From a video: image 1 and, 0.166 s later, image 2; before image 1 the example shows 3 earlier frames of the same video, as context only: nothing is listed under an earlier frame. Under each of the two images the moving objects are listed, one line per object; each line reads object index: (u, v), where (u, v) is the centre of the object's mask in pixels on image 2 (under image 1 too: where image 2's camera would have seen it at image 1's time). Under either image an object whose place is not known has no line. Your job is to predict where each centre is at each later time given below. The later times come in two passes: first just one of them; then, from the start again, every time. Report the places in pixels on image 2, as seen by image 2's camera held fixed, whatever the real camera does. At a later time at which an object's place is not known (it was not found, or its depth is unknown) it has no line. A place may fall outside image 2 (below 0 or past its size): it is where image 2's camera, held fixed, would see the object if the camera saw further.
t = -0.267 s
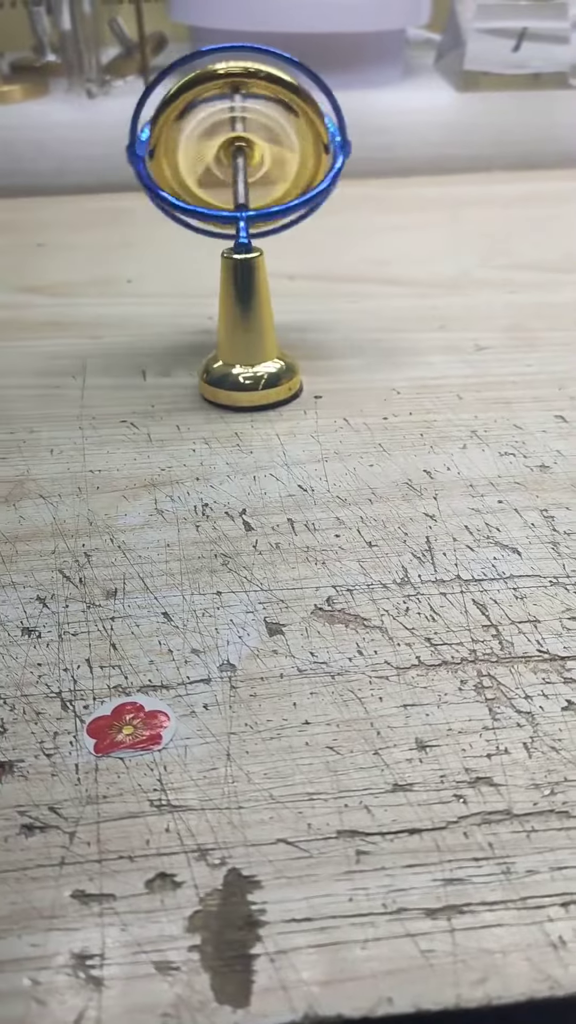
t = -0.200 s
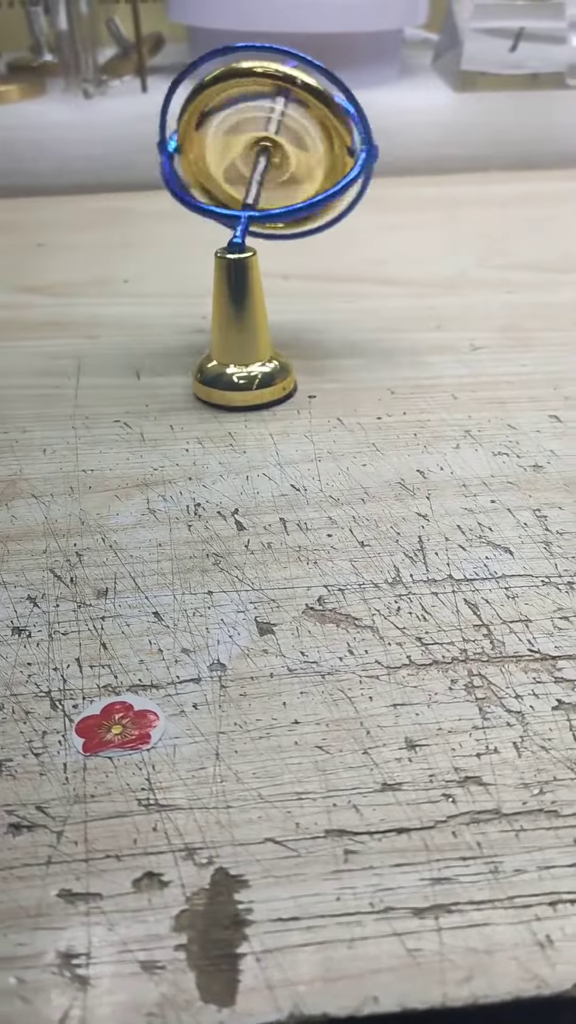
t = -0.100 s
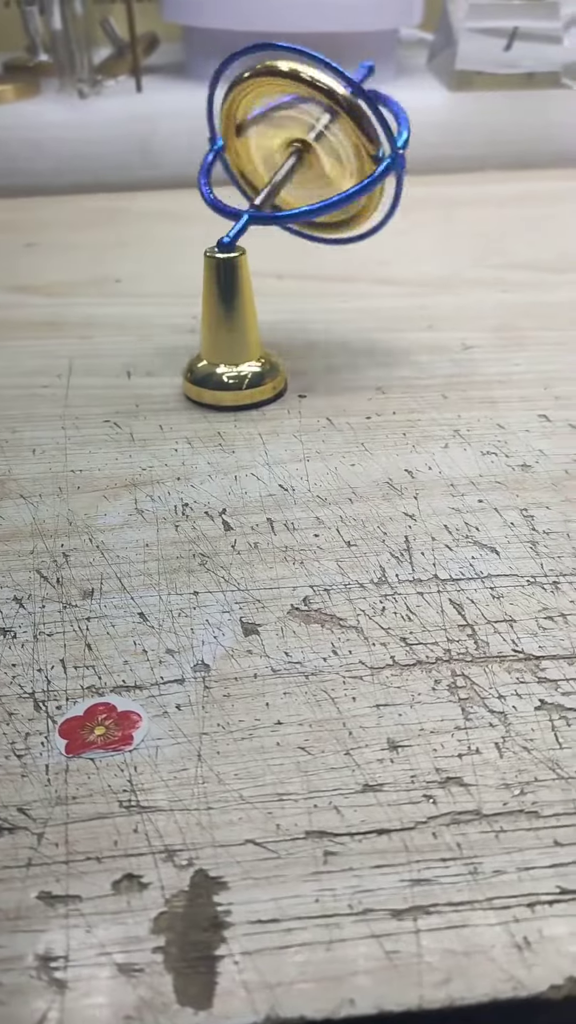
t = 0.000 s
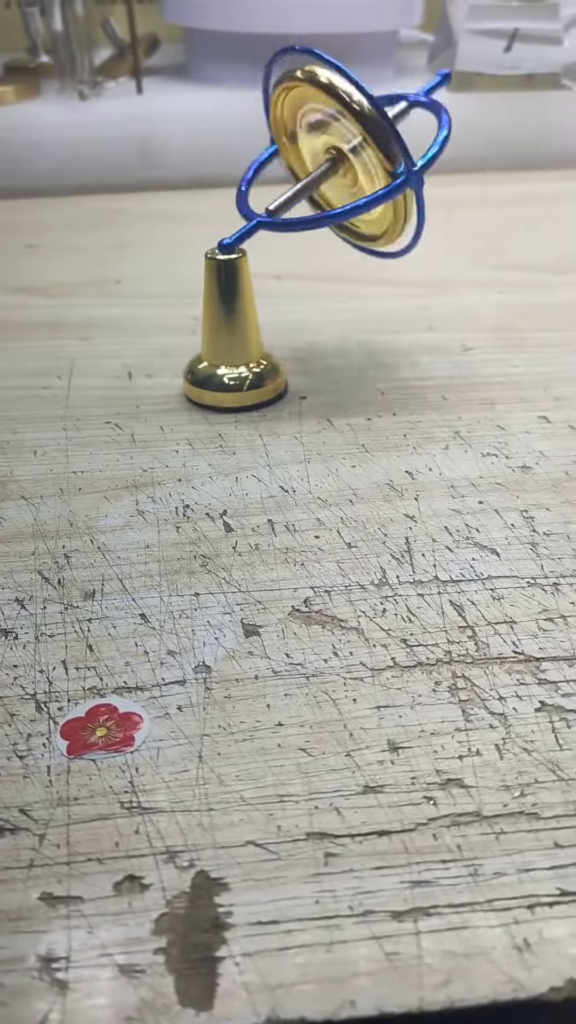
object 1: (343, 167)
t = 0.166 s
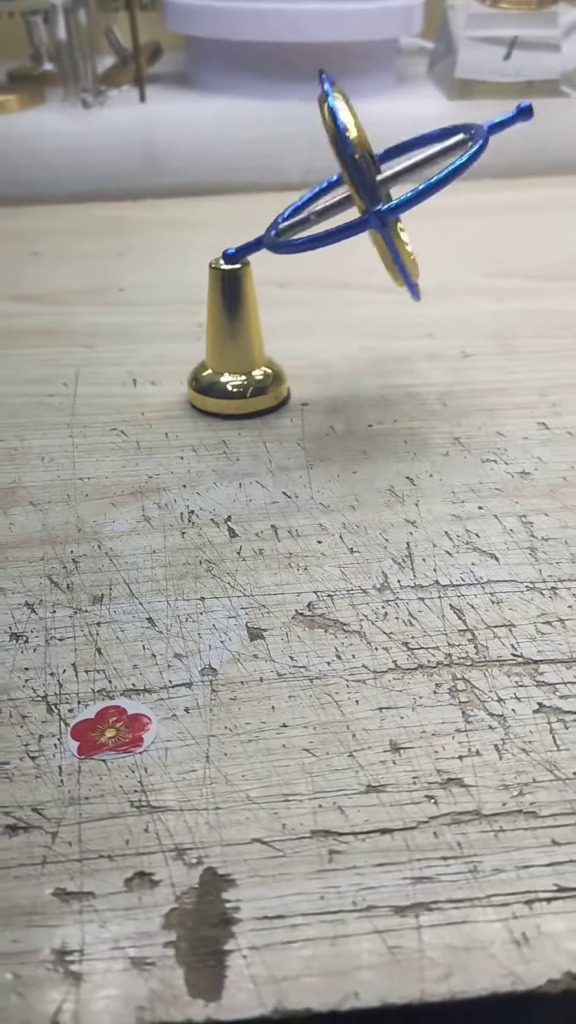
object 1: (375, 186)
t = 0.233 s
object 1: (369, 193)
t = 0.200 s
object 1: (373, 189)
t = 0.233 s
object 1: (369, 193)
